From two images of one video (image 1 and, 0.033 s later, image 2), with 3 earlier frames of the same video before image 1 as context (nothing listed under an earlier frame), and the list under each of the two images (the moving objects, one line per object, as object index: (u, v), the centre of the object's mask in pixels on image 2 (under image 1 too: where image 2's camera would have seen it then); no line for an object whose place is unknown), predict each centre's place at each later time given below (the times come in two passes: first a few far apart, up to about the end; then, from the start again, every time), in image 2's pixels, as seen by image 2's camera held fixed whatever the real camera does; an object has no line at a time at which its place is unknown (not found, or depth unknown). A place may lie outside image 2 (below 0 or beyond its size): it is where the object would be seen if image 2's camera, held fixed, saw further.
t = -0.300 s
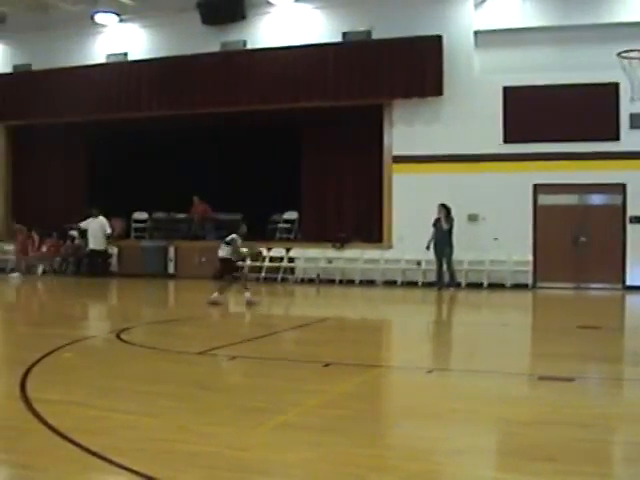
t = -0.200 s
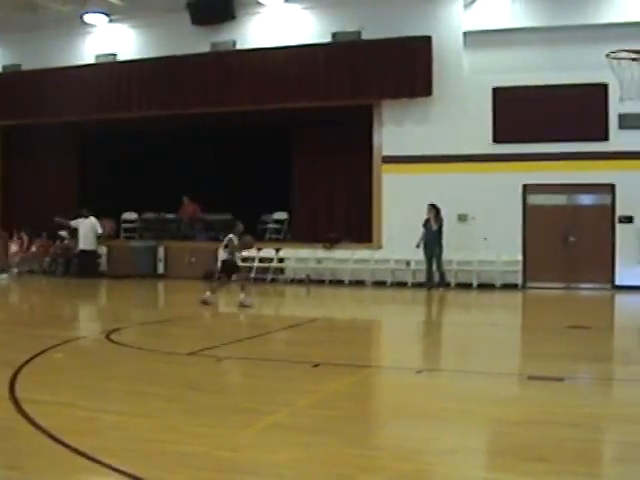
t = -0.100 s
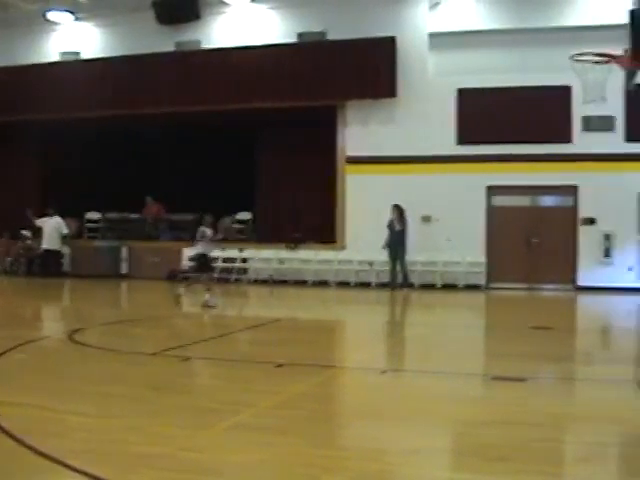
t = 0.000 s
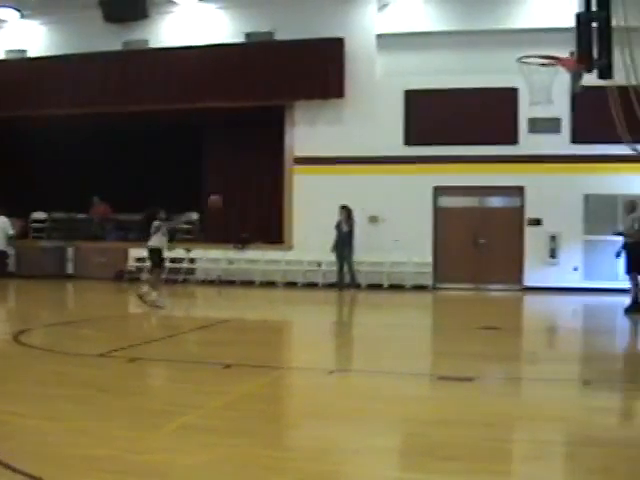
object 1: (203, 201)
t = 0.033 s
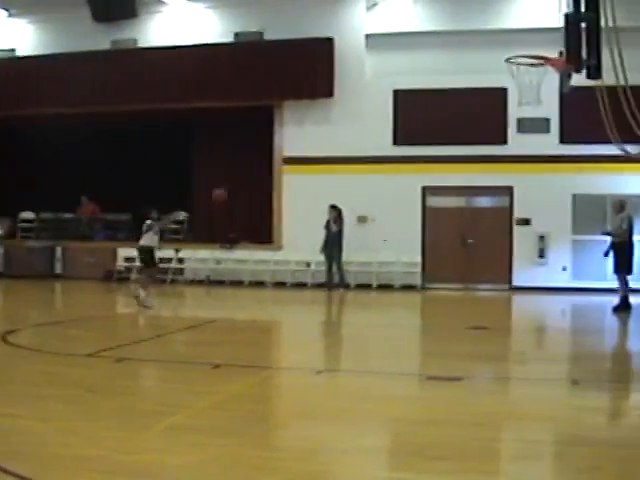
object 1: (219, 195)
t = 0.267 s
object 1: (327, 168)
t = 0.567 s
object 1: (465, 182)
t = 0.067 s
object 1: (234, 188)
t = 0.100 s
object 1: (250, 183)
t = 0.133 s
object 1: (264, 179)
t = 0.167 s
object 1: (281, 175)
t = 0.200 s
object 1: (296, 172)
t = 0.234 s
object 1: (312, 170)
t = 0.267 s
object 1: (327, 168)
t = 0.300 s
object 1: (342, 167)
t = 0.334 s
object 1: (358, 166)
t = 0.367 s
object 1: (374, 167)
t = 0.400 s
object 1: (389, 168)
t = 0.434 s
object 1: (404, 169)
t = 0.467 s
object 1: (419, 171)
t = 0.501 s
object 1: (435, 175)
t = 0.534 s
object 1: (450, 179)
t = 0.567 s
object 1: (465, 182)
